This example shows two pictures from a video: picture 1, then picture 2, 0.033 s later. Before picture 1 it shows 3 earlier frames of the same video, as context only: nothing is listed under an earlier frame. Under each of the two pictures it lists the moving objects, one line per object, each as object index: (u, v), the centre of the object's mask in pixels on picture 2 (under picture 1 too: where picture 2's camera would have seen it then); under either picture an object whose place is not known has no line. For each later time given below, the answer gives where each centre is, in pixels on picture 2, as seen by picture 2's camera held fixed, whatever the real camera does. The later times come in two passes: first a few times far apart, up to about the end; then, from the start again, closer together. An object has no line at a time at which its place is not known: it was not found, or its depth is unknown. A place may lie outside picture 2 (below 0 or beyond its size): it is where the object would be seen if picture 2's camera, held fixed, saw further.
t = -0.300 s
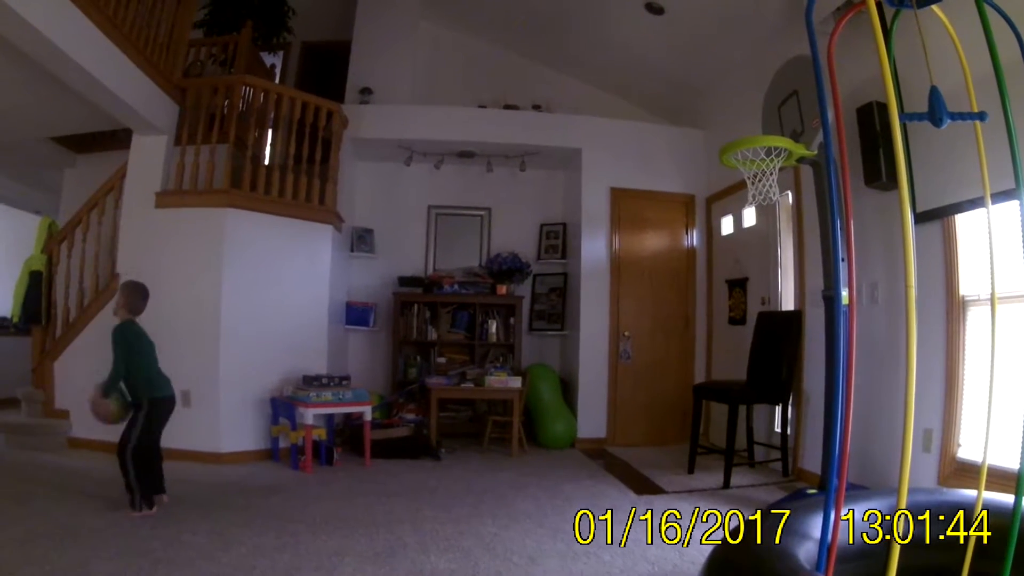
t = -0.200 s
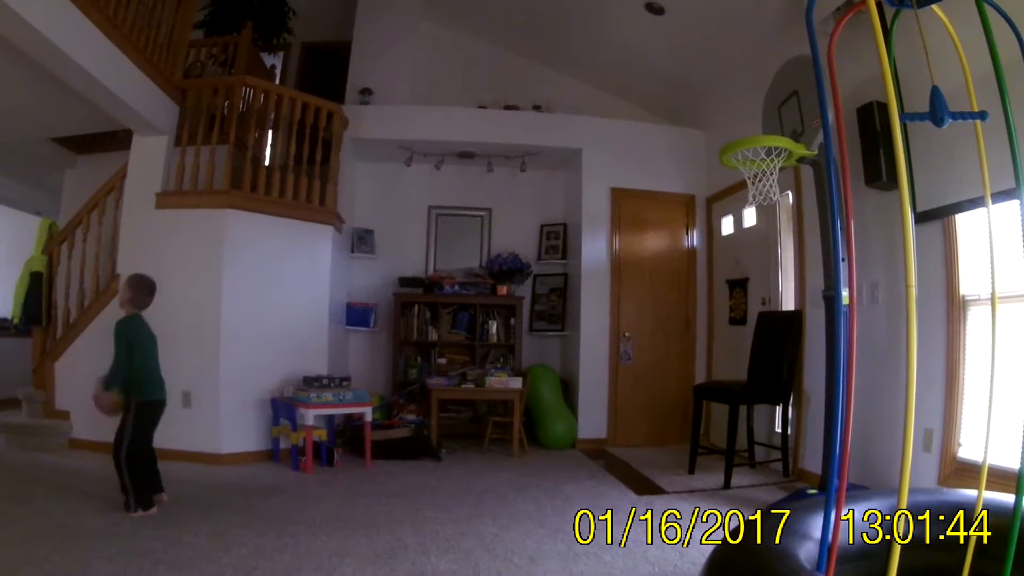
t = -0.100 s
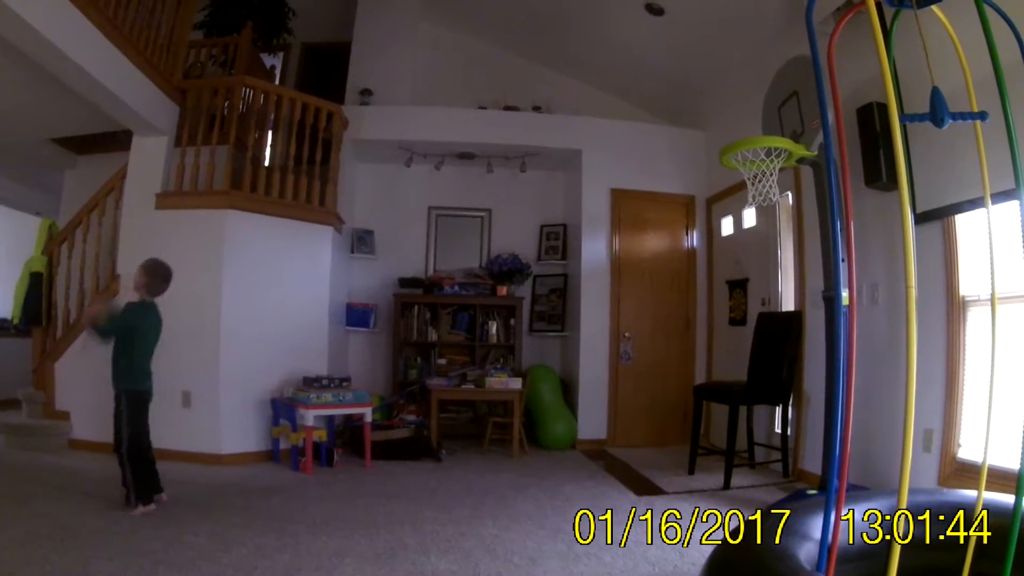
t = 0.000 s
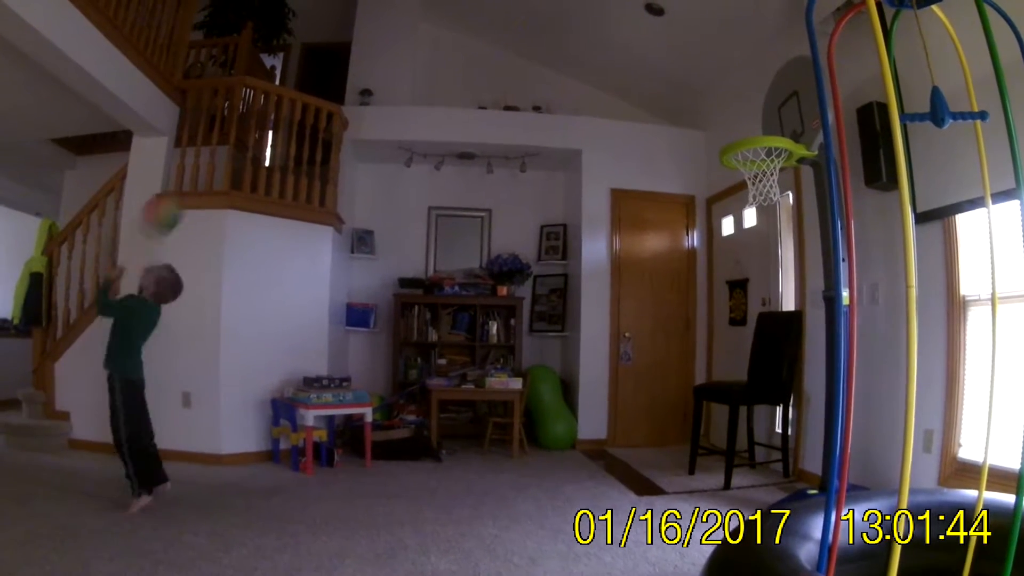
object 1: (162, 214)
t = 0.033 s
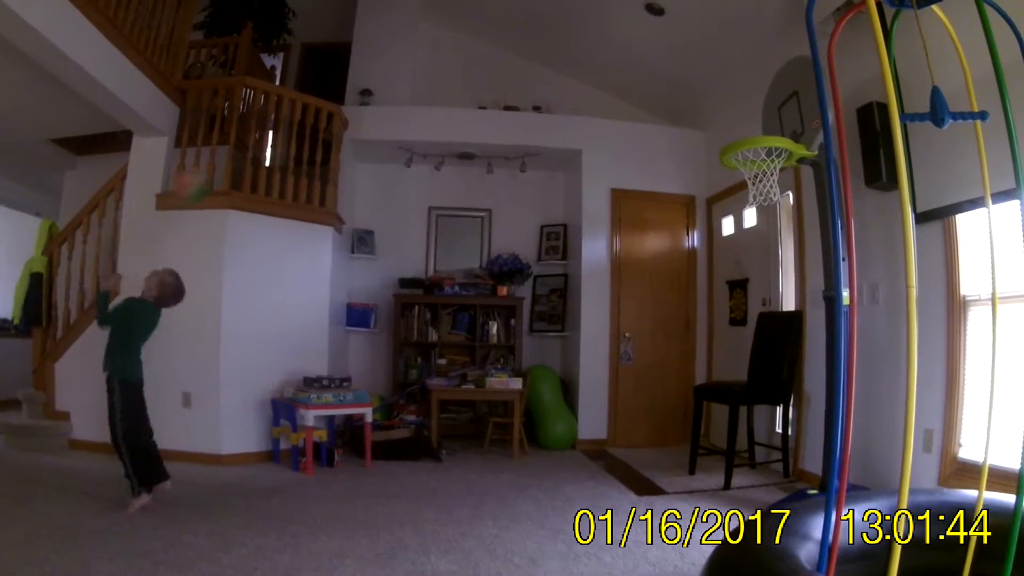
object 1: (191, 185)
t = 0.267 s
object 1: (395, 46)
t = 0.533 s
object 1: (627, 38)
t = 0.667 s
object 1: (732, 88)
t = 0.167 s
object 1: (309, 89)
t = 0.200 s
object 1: (332, 75)
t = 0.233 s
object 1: (361, 58)
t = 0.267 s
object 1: (395, 46)
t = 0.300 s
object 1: (424, 39)
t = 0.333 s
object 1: (456, 30)
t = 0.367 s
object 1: (488, 26)
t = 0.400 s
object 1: (517, 23)
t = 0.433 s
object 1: (545, 24)
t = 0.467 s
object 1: (573, 26)
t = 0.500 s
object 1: (600, 31)
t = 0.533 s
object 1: (627, 38)
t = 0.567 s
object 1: (654, 48)
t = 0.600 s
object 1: (681, 60)
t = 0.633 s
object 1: (707, 73)
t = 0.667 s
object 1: (732, 88)
